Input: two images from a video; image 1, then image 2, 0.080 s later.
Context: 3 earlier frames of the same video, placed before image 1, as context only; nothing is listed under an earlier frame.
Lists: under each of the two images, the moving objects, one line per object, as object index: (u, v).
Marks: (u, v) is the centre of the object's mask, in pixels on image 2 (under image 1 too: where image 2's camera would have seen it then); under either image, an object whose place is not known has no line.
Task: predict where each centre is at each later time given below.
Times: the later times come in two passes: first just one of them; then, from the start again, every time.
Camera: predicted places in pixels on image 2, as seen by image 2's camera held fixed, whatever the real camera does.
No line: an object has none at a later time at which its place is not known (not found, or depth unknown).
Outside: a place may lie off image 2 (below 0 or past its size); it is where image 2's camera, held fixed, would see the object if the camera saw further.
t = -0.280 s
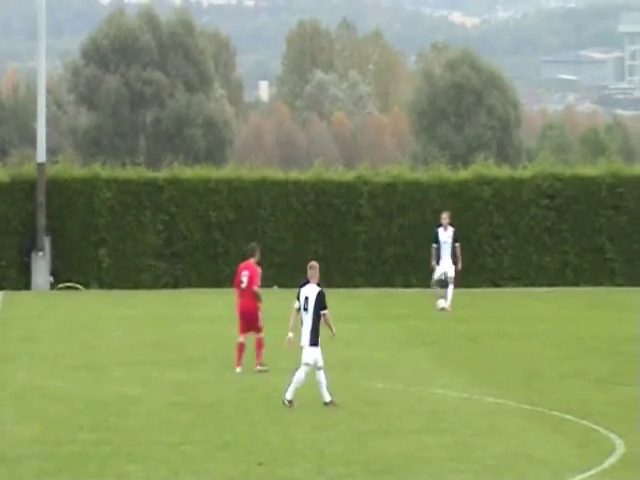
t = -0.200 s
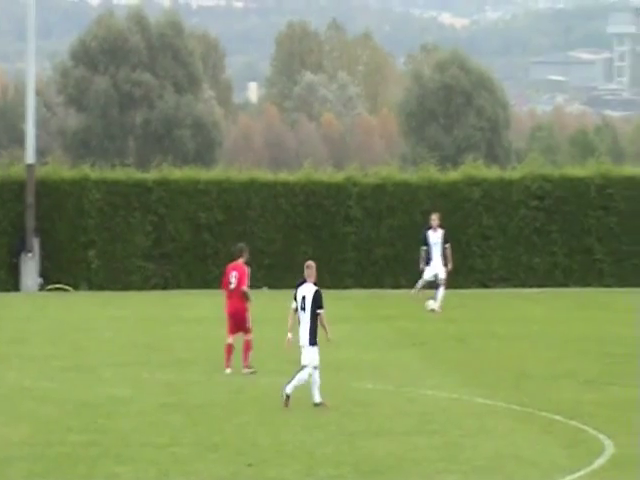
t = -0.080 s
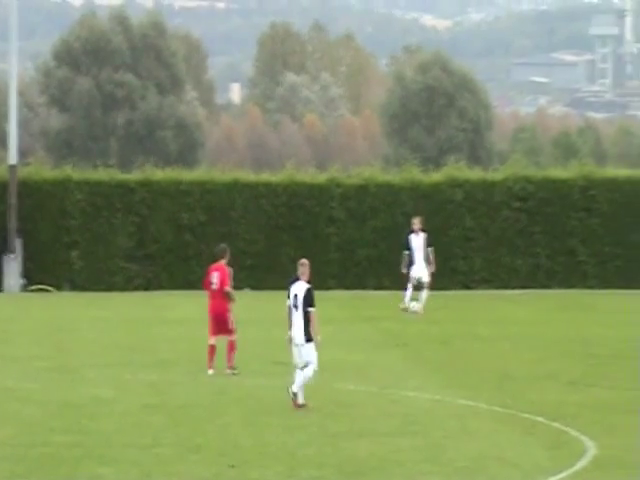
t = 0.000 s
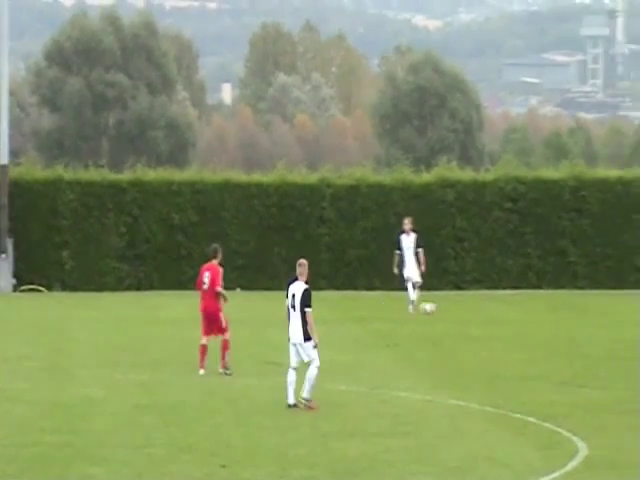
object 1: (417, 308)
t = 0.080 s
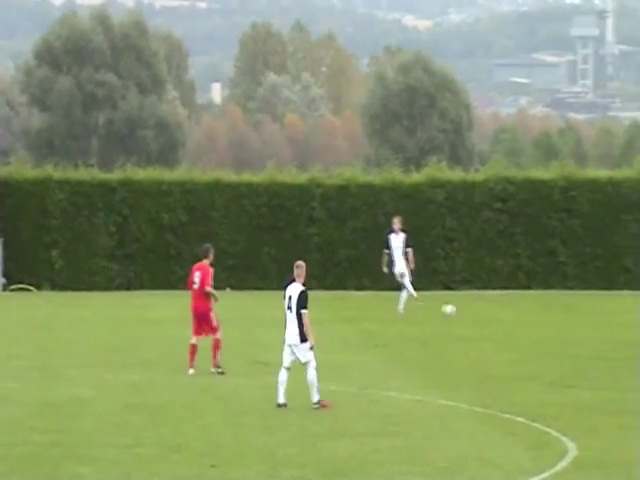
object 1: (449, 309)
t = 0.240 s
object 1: (504, 313)
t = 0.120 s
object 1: (463, 310)
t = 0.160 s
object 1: (478, 312)
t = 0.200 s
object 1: (491, 312)
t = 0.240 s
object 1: (504, 313)
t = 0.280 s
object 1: (514, 312)
